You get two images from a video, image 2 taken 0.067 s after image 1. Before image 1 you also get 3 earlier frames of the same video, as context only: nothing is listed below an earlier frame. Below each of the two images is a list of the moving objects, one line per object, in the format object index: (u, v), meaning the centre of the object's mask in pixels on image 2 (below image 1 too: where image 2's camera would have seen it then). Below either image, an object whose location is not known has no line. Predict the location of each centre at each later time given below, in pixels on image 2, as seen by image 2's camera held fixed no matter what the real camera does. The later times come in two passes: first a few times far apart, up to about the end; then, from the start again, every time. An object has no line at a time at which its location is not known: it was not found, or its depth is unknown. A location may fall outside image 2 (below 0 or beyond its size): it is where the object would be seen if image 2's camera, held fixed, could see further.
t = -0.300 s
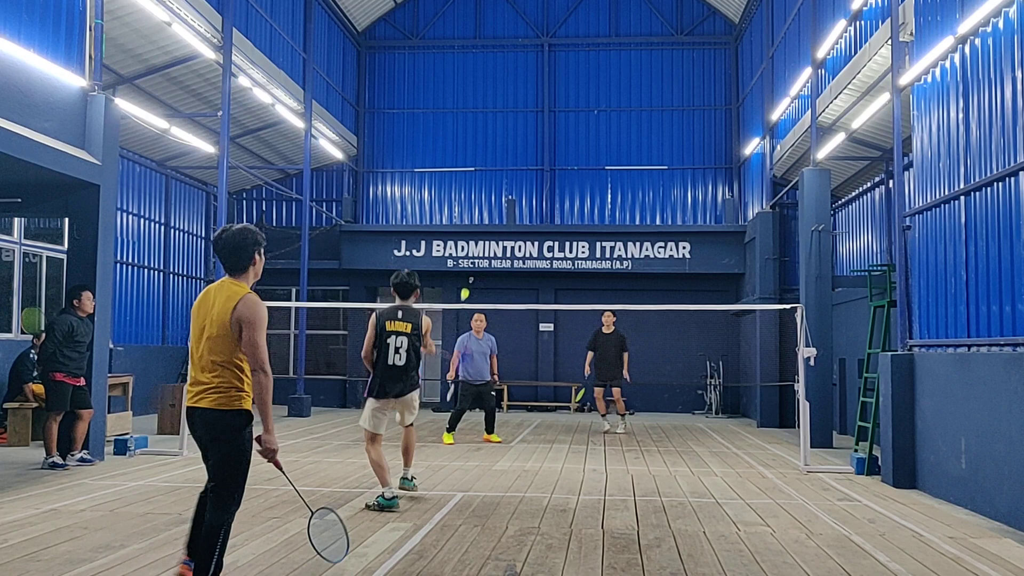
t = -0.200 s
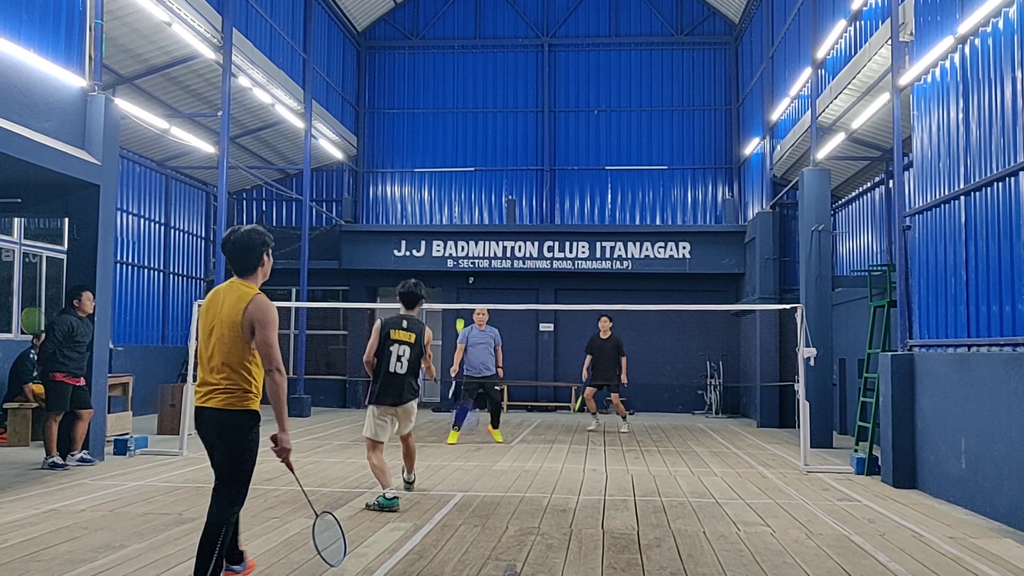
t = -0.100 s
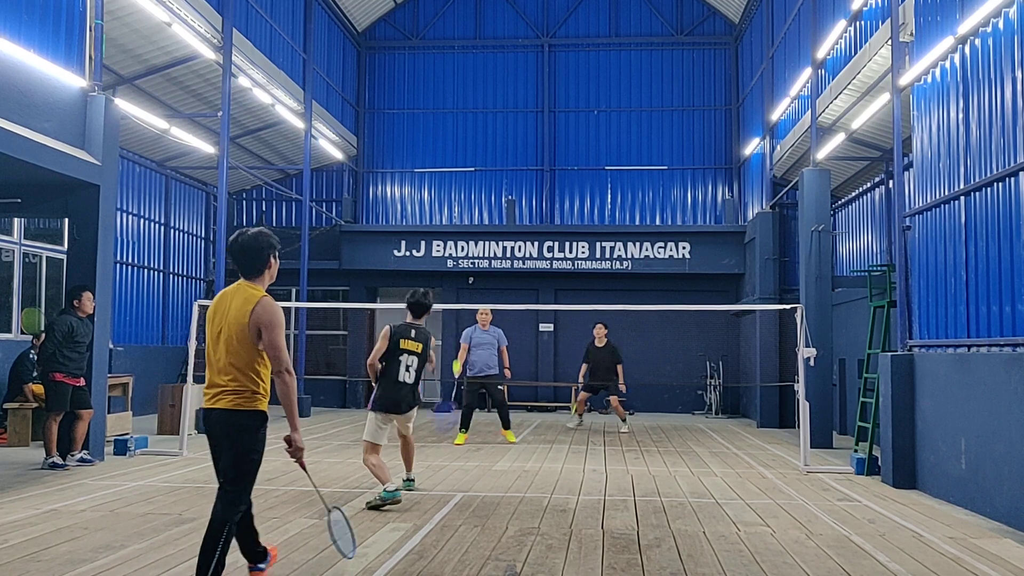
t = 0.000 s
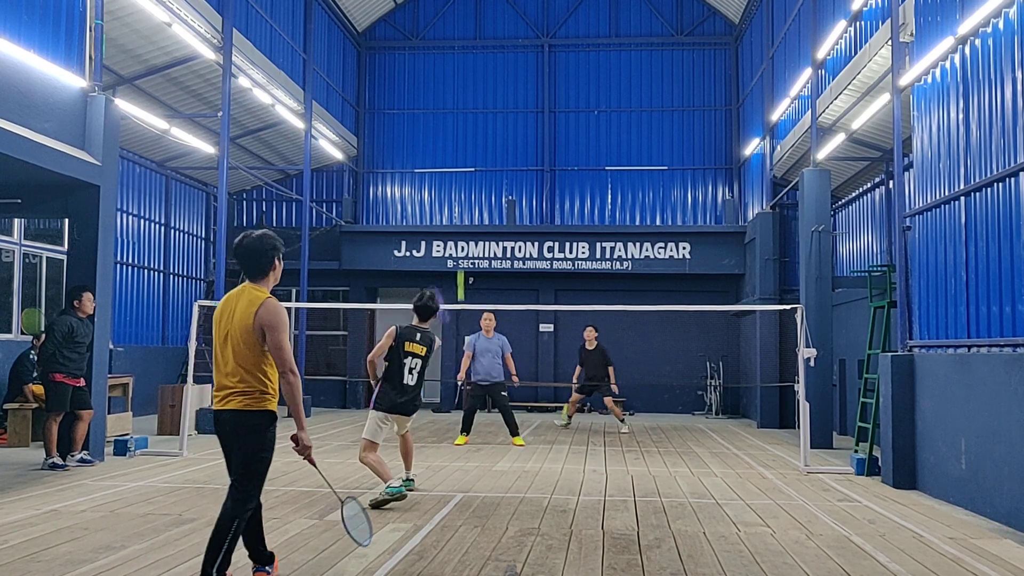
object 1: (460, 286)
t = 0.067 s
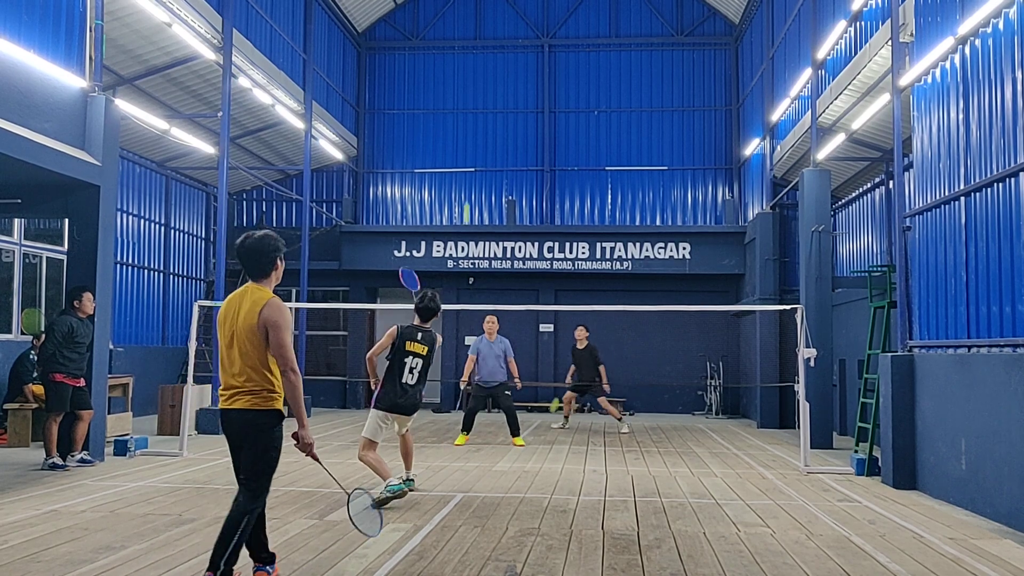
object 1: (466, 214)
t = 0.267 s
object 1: (474, 109)
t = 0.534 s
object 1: (478, 76)
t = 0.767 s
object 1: (482, 91)
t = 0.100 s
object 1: (467, 187)
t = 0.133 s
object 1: (469, 165)
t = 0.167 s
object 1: (470, 147)
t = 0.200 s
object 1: (472, 132)
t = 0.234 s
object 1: (473, 120)
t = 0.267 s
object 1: (474, 109)
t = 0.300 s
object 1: (474, 101)
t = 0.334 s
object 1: (475, 94)
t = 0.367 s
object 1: (476, 88)
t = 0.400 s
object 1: (477, 84)
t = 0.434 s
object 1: (477, 80)
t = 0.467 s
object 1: (478, 78)
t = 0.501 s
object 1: (478, 76)
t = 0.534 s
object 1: (478, 76)
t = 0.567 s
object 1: (479, 76)
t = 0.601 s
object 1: (480, 77)
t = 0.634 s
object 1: (480, 78)
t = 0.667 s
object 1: (481, 81)
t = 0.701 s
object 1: (481, 83)
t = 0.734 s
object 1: (482, 87)
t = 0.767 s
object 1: (482, 91)
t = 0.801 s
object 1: (483, 96)
